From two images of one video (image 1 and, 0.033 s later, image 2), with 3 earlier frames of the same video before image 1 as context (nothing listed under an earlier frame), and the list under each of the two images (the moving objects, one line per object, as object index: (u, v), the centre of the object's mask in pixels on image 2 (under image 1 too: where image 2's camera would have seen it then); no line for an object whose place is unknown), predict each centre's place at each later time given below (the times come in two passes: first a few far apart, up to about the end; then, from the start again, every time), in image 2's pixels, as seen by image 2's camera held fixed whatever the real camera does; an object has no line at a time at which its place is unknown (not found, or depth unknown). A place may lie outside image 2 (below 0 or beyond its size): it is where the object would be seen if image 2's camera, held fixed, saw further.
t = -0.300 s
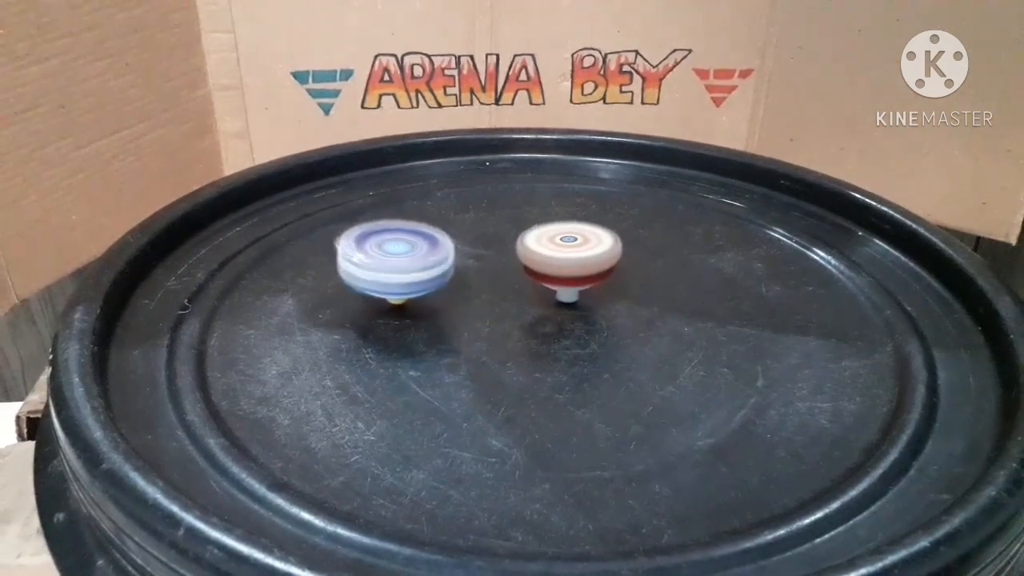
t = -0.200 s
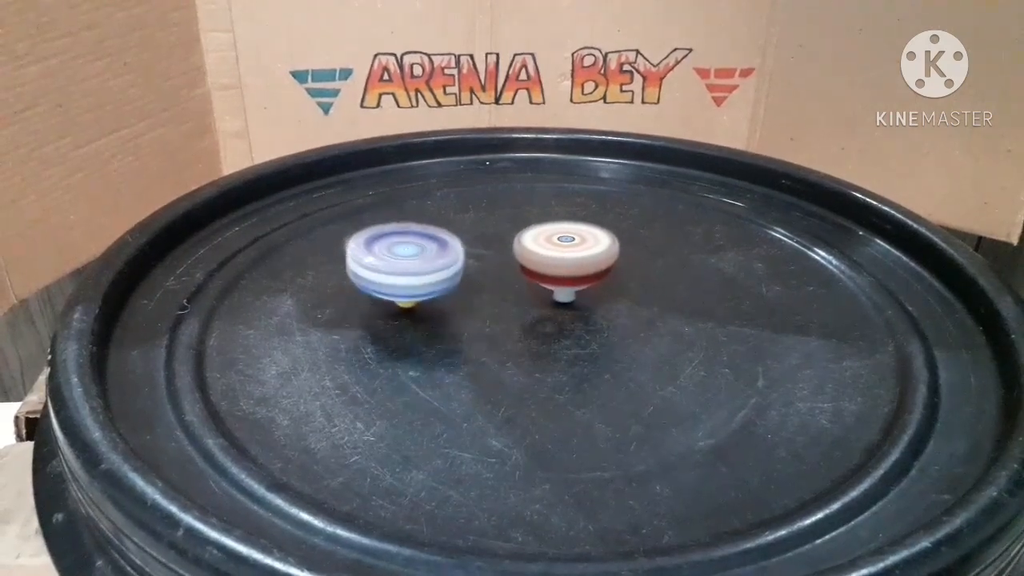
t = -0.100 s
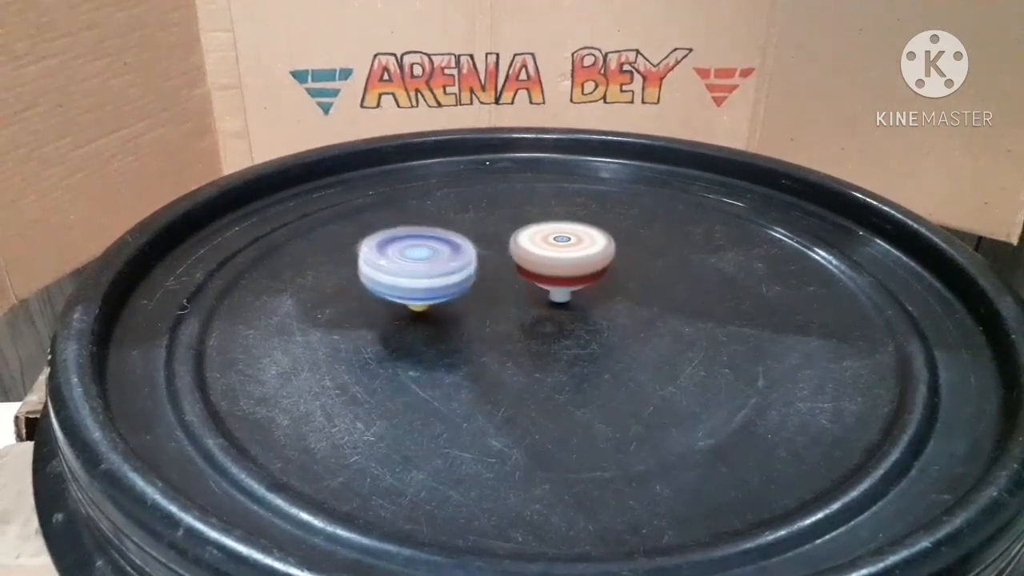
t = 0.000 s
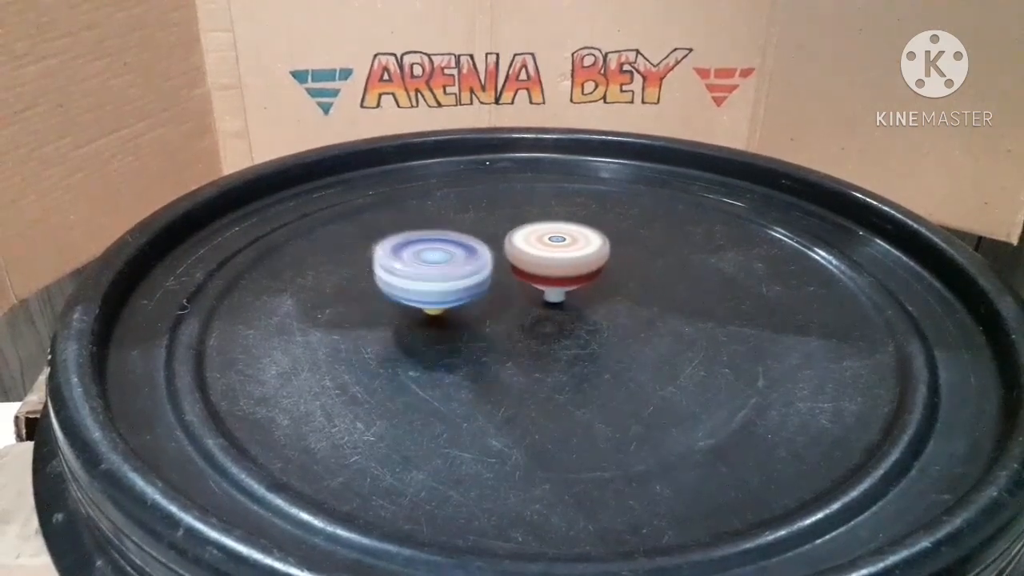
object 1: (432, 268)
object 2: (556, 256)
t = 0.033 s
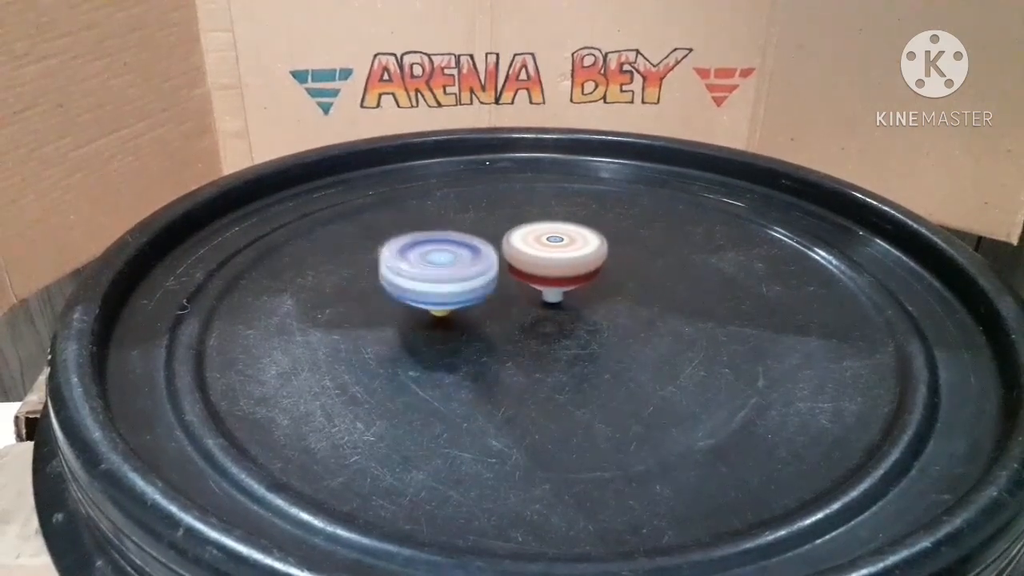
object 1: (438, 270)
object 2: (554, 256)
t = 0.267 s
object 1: (446, 278)
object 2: (563, 254)
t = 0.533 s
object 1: (460, 288)
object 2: (566, 251)
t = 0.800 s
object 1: (482, 293)
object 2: (569, 249)
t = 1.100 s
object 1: (501, 293)
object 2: (573, 247)
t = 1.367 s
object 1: (501, 295)
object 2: (573, 248)
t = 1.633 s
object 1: (500, 298)
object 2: (571, 249)
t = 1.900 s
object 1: (494, 299)
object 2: (569, 252)
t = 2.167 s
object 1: (485, 299)
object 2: (561, 253)
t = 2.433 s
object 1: (465, 298)
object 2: (550, 256)
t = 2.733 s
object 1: (445, 300)
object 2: (531, 257)
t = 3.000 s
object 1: (436, 303)
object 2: (514, 255)
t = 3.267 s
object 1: (432, 308)
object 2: (502, 255)
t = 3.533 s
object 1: (435, 315)
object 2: (495, 255)
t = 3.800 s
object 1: (445, 320)
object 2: (493, 257)
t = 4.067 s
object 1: (453, 325)
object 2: (497, 260)
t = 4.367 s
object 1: (465, 327)
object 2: (497, 260)
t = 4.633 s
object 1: (471, 327)
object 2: (496, 260)
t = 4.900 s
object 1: (464, 328)
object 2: (493, 262)
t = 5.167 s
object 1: (446, 340)
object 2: (494, 262)
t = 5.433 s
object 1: (444, 349)
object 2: (497, 263)
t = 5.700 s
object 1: (456, 350)
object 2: (503, 264)
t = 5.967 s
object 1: (470, 342)
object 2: (508, 265)
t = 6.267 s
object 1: (458, 337)
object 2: (514, 264)
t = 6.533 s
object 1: (410, 352)
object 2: (521, 257)
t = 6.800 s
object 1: (401, 354)
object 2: (530, 255)
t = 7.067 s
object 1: (419, 347)
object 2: (543, 259)
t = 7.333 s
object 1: (453, 328)
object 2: (549, 266)
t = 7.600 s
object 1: (444, 312)
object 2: (560, 265)
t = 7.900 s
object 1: (399, 314)
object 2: (573, 259)
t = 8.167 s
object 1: (392, 315)
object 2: (580, 255)
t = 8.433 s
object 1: (408, 315)
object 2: (574, 254)
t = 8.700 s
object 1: (443, 306)
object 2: (563, 253)
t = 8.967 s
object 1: (469, 290)
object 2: (553, 251)
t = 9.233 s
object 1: (429, 287)
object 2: (570, 244)
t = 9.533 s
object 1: (414, 293)
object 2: (575, 251)
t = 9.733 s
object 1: (423, 300)
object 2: (579, 258)
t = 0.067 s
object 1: (443, 271)
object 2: (553, 256)
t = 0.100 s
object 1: (444, 272)
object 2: (555, 255)
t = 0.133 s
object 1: (444, 273)
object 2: (559, 255)
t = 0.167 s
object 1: (444, 274)
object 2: (561, 255)
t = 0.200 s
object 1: (445, 275)
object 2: (562, 254)
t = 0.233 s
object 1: (445, 276)
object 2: (562, 254)
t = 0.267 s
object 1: (446, 278)
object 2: (563, 254)
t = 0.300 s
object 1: (447, 279)
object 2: (563, 253)
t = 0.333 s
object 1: (449, 280)
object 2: (563, 252)
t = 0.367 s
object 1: (450, 282)
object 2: (564, 252)
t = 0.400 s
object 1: (452, 283)
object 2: (564, 252)
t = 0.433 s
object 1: (454, 284)
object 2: (565, 251)
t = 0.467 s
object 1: (456, 285)
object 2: (565, 251)
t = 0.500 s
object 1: (458, 287)
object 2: (566, 251)
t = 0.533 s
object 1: (460, 288)
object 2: (566, 251)
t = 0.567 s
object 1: (463, 289)
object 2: (566, 251)
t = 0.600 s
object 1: (465, 290)
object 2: (566, 251)
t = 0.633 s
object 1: (467, 290)
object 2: (567, 251)
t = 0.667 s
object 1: (470, 291)
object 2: (567, 251)
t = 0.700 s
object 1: (473, 292)
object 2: (568, 250)
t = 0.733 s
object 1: (476, 292)
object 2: (568, 250)
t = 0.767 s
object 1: (480, 292)
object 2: (569, 250)
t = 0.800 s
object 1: (482, 293)
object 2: (569, 249)
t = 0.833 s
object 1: (485, 293)
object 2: (570, 249)
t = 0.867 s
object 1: (487, 293)
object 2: (570, 249)
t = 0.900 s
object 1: (490, 293)
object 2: (570, 249)
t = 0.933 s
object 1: (493, 293)
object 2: (570, 248)
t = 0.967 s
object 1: (496, 293)
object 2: (571, 248)
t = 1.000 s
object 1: (498, 293)
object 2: (571, 247)
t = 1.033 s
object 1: (499, 293)
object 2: (572, 247)
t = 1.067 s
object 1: (500, 293)
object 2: (572, 247)
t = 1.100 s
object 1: (501, 293)
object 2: (573, 247)
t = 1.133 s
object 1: (501, 293)
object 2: (574, 247)
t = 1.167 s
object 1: (501, 294)
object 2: (574, 247)
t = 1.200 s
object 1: (502, 294)
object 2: (575, 247)
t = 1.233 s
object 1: (502, 294)
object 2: (574, 247)
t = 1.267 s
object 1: (502, 294)
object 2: (574, 247)
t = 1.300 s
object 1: (501, 295)
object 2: (574, 247)
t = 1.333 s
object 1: (501, 295)
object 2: (574, 247)
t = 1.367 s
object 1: (501, 295)
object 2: (573, 248)
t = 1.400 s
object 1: (502, 296)
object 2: (573, 247)
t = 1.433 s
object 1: (501, 296)
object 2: (572, 247)
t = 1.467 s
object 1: (501, 296)
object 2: (572, 248)
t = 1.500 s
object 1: (501, 297)
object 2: (571, 248)
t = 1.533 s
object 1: (500, 297)
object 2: (571, 248)
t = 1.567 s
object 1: (500, 297)
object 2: (571, 249)
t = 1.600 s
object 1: (500, 298)
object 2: (571, 249)
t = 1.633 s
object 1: (500, 298)
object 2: (571, 249)
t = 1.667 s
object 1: (500, 298)
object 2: (571, 250)
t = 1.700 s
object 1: (499, 298)
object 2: (570, 250)
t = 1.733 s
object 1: (499, 299)
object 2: (570, 250)
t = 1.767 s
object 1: (499, 299)
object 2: (570, 250)
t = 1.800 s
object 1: (498, 299)
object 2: (570, 250)
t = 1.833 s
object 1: (497, 299)
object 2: (570, 251)
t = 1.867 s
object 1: (496, 299)
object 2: (569, 251)
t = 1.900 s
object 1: (494, 299)
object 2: (569, 252)
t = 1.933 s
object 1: (493, 300)
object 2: (568, 252)
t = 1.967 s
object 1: (492, 300)
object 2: (568, 252)
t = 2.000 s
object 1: (491, 300)
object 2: (567, 252)
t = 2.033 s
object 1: (490, 300)
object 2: (566, 253)
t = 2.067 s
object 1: (490, 300)
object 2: (565, 253)
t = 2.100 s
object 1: (489, 300)
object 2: (564, 253)
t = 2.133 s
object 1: (486, 300)
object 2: (563, 254)
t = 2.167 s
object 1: (485, 299)
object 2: (561, 253)
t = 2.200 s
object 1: (484, 300)
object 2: (560, 254)
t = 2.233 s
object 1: (482, 299)
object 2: (558, 254)
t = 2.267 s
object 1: (479, 299)
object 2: (557, 254)
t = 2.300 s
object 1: (476, 299)
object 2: (556, 255)
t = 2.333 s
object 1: (473, 299)
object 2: (555, 255)
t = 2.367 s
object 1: (471, 298)
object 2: (553, 256)
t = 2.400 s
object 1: (468, 299)
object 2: (552, 256)
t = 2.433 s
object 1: (465, 298)
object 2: (550, 256)
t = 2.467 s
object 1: (462, 298)
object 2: (548, 256)
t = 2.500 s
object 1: (460, 298)
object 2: (546, 256)
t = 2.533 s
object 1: (458, 298)
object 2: (544, 256)
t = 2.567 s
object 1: (456, 298)
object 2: (542, 256)
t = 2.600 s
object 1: (454, 298)
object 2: (539, 256)
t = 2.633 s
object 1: (451, 299)
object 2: (537, 256)
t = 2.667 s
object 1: (449, 299)
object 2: (535, 257)
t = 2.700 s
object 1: (447, 299)
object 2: (533, 257)
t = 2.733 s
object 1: (445, 300)
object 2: (531, 257)
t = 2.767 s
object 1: (444, 300)
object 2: (529, 257)
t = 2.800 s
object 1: (442, 301)
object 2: (526, 257)
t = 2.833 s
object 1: (440, 301)
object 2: (524, 256)
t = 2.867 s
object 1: (439, 301)
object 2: (522, 256)
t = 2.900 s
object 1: (438, 302)
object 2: (520, 256)
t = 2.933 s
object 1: (437, 302)
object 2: (518, 256)
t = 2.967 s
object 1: (436, 303)
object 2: (516, 256)
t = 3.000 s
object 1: (436, 303)
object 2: (514, 255)
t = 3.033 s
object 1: (435, 304)
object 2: (512, 255)
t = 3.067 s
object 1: (434, 304)
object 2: (510, 255)
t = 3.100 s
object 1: (434, 305)
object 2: (509, 255)
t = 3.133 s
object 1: (434, 305)
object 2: (507, 255)
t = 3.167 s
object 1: (434, 306)
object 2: (506, 255)
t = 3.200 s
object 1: (433, 306)
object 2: (504, 255)
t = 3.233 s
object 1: (433, 307)
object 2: (503, 255)
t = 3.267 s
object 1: (432, 308)
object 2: (502, 255)
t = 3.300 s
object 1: (432, 309)
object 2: (501, 255)
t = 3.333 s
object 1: (432, 310)
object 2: (500, 255)
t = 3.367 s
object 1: (431, 311)
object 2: (499, 255)
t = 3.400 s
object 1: (432, 312)
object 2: (498, 255)
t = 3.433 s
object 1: (432, 312)
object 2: (497, 255)
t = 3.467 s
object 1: (433, 313)
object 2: (496, 255)
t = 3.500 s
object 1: (434, 314)
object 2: (496, 255)
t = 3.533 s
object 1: (435, 315)
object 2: (495, 255)
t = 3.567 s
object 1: (436, 316)
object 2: (494, 255)
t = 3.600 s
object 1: (438, 316)
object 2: (494, 255)
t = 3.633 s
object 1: (439, 317)
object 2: (493, 256)
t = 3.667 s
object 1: (441, 318)
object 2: (493, 255)
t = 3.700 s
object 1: (442, 318)
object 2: (493, 256)
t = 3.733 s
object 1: (443, 319)
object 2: (492, 256)
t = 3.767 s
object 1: (444, 319)
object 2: (492, 257)
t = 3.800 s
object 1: (445, 320)
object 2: (493, 257)
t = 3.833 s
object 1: (446, 320)
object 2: (493, 258)
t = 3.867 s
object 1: (447, 321)
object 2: (494, 258)
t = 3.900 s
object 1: (448, 322)
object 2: (494, 259)
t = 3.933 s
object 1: (449, 323)
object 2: (495, 259)
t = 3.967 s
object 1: (450, 324)
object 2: (495, 259)
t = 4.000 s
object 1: (451, 324)
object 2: (496, 260)
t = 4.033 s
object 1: (452, 325)
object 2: (496, 260)
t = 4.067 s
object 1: (453, 325)
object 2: (497, 260)
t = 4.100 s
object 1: (454, 326)
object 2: (497, 260)
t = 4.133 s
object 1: (456, 326)
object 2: (497, 260)
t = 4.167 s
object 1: (457, 327)
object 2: (497, 261)
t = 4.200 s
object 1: (458, 327)
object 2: (497, 261)
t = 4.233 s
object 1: (461, 327)
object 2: (497, 261)
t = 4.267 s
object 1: (462, 328)
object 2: (497, 260)
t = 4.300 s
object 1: (464, 328)
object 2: (497, 260)
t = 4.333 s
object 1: (465, 328)
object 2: (497, 260)
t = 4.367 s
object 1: (465, 327)
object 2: (497, 260)
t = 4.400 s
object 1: (466, 328)
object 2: (497, 260)
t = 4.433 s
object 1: (469, 327)
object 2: (497, 259)
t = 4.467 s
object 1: (470, 327)
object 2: (497, 259)
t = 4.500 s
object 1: (470, 327)
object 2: (496, 259)
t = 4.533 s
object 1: (472, 327)
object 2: (496, 259)
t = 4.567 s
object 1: (472, 327)
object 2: (496, 259)
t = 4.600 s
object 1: (472, 327)
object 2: (496, 260)
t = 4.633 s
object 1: (471, 327)
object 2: (496, 260)
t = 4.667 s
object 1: (470, 327)
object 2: (496, 260)
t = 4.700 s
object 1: (469, 328)
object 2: (496, 260)
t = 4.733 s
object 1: (469, 328)
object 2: (496, 260)
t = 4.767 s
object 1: (468, 327)
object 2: (496, 260)
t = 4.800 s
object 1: (467, 327)
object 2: (495, 260)
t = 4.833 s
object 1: (466, 328)
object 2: (495, 260)
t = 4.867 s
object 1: (465, 328)
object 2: (494, 261)
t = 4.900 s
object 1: (464, 328)
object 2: (493, 262)
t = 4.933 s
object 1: (463, 329)
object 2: (493, 262)
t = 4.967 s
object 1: (460, 330)
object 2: (492, 262)
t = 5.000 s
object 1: (457, 332)
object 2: (494, 262)
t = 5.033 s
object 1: (454, 335)
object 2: (495, 262)
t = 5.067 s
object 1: (452, 336)
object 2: (495, 262)
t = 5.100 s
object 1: (449, 337)
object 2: (495, 262)
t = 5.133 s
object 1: (447, 339)
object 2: (494, 262)
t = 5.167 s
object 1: (446, 340)
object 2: (494, 262)
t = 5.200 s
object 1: (444, 342)
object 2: (494, 262)
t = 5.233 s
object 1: (443, 343)
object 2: (494, 262)
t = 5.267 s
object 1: (443, 344)
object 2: (494, 262)
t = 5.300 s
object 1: (442, 345)
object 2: (494, 263)
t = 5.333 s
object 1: (442, 346)
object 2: (495, 263)
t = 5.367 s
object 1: (442, 347)
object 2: (496, 263)
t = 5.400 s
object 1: (443, 348)
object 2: (497, 263)
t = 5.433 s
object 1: (444, 349)
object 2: (497, 263)
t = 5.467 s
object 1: (444, 350)
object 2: (498, 264)
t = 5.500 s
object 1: (446, 350)
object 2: (498, 264)
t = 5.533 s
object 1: (447, 350)
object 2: (498, 264)
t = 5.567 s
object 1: (448, 351)
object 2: (499, 264)
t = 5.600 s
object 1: (451, 351)
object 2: (500, 264)
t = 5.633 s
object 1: (453, 351)
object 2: (501, 264)
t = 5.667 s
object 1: (454, 350)
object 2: (502, 264)
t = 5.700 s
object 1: (456, 350)
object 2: (503, 264)
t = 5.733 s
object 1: (458, 350)
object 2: (504, 264)
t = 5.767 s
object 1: (460, 349)
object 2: (505, 264)
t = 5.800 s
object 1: (462, 348)
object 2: (506, 264)
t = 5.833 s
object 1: (464, 347)
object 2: (507, 264)
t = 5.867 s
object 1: (466, 346)
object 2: (507, 265)
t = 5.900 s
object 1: (467, 345)
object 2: (508, 265)
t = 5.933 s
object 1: (469, 343)
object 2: (508, 265)
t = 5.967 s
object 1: (470, 342)
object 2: (508, 265)
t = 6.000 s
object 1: (471, 341)
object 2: (509, 265)
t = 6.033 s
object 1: (472, 339)
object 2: (509, 265)
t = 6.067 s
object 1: (472, 338)
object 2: (509, 265)
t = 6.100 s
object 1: (472, 336)
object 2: (509, 265)
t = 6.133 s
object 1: (471, 335)
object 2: (509, 265)
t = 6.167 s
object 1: (471, 333)
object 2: (509, 265)
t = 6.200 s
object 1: (470, 332)
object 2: (508, 265)
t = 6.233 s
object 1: (465, 333)
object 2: (511, 265)
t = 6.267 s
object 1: (458, 337)
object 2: (514, 264)
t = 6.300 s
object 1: (451, 339)
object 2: (516, 264)
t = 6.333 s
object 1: (444, 341)
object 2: (517, 264)
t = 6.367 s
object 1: (437, 344)
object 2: (518, 263)
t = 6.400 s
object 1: (430, 346)
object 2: (519, 262)
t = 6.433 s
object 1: (424, 348)
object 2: (519, 260)
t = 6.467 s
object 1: (418, 350)
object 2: (519, 259)
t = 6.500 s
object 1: (413, 351)
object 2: (520, 258)
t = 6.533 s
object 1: (410, 352)
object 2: (521, 257)
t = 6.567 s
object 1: (407, 353)
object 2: (522, 256)
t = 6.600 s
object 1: (405, 353)
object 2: (522, 256)
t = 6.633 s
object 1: (403, 354)
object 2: (523, 255)
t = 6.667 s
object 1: (402, 354)
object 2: (525, 255)
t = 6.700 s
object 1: (401, 354)
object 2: (526, 255)
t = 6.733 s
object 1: (400, 354)
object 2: (527, 255)
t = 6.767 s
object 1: (401, 354)
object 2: (529, 255)
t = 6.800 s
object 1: (401, 354)
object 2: (530, 255)
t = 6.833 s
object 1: (401, 354)
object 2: (532, 255)
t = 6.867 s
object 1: (402, 353)
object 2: (534, 255)
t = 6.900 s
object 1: (404, 353)
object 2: (535, 255)
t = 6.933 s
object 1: (407, 352)
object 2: (537, 256)
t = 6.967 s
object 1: (409, 351)
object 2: (539, 257)
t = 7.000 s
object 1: (412, 350)
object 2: (540, 257)
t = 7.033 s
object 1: (415, 349)
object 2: (541, 258)
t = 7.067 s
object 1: (419, 347)
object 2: (543, 259)
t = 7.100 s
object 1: (423, 345)
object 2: (544, 260)
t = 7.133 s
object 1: (428, 343)
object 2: (545, 260)
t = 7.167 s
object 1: (433, 341)
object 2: (546, 261)
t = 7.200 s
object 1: (437, 338)
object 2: (547, 262)
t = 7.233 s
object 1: (441, 336)
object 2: (548, 263)
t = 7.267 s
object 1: (445, 333)
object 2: (548, 264)
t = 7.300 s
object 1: (449, 331)
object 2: (549, 265)
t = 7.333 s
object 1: (453, 328)
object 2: (549, 266)
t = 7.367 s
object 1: (456, 325)
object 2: (549, 266)
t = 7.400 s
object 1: (459, 322)
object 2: (549, 267)
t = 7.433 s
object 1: (462, 319)
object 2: (549, 267)
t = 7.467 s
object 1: (464, 315)
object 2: (549, 268)
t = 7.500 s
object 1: (463, 312)
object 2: (549, 268)
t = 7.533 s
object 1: (457, 313)
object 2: (553, 267)
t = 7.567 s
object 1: (450, 313)
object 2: (557, 266)
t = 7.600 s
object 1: (444, 312)
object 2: (560, 265)
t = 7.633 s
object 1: (437, 313)
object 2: (562, 264)
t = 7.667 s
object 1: (431, 313)
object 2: (564, 263)
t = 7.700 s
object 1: (424, 313)
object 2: (565, 262)
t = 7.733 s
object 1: (419, 313)
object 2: (567, 262)
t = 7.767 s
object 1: (414, 313)
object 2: (568, 261)
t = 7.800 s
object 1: (409, 313)
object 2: (569, 260)
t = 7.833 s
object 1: (405, 313)
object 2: (571, 260)
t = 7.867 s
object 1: (402, 313)
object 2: (572, 259)
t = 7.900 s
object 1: (399, 314)
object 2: (573, 259)
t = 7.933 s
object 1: (397, 313)
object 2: (575, 258)
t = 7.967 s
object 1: (395, 314)
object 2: (576, 258)
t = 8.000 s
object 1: (393, 314)
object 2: (577, 257)
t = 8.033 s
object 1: (392, 314)
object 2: (578, 257)
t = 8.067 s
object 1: (392, 314)
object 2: (579, 256)
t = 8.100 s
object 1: (391, 314)
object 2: (579, 256)
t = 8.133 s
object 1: (391, 314)
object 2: (579, 256)
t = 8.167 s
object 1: (392, 315)
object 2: (580, 255)
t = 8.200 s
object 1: (393, 315)
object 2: (579, 255)
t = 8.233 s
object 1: (394, 315)
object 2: (579, 255)
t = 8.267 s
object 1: (395, 315)
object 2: (579, 254)
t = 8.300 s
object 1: (397, 315)
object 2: (578, 254)
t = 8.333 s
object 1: (399, 315)
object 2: (577, 254)
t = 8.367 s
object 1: (402, 315)
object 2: (576, 254)
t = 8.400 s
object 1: (405, 315)
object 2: (575, 253)
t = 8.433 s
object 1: (408, 315)
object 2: (574, 254)
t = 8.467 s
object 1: (412, 314)
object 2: (572, 253)
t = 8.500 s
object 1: (416, 314)
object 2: (571, 253)
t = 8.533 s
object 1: (419, 313)
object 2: (569, 253)
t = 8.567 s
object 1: (424, 312)
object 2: (568, 253)
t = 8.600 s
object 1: (429, 310)
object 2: (567, 253)
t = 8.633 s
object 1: (433, 309)
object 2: (566, 253)
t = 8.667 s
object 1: (438, 308)
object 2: (565, 253)
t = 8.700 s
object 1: (443, 306)
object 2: (563, 253)
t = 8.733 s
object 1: (447, 304)
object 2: (562, 253)
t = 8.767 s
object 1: (451, 303)
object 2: (560, 253)
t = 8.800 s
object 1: (455, 300)
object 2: (559, 253)
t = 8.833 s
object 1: (459, 298)
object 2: (557, 253)
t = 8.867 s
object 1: (462, 296)
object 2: (556, 252)
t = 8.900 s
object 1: (464, 294)
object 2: (555, 252)
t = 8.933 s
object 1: (467, 292)
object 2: (554, 251)
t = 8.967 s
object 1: (469, 290)
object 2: (553, 251)
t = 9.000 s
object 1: (465, 289)
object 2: (556, 249)
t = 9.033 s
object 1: (459, 288)
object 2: (561, 249)
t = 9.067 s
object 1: (453, 287)
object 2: (565, 247)
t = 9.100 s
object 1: (448, 287)
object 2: (567, 246)
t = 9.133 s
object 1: (442, 287)
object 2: (568, 246)
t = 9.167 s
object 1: (437, 287)
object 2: (569, 245)
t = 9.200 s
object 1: (433, 287)
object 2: (570, 245)
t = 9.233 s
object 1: (429, 287)
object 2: (570, 244)
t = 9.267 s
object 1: (426, 288)
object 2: (570, 245)
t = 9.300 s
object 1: (423, 288)
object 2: (570, 245)
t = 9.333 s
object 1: (421, 288)
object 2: (570, 245)
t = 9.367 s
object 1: (419, 289)
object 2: (571, 246)
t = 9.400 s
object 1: (418, 289)
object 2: (571, 246)
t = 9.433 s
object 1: (416, 290)
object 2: (571, 248)
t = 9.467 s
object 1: (415, 291)
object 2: (572, 249)
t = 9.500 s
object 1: (415, 292)
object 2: (574, 250)
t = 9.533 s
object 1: (414, 293)
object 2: (575, 251)
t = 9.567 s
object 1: (415, 294)
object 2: (576, 253)
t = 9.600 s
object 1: (416, 295)
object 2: (577, 254)
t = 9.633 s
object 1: (417, 297)
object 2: (578, 255)
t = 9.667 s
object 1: (418, 298)
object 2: (579, 255)
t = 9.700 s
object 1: (421, 299)
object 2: (579, 256)
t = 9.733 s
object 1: (423, 300)
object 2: (579, 258)
